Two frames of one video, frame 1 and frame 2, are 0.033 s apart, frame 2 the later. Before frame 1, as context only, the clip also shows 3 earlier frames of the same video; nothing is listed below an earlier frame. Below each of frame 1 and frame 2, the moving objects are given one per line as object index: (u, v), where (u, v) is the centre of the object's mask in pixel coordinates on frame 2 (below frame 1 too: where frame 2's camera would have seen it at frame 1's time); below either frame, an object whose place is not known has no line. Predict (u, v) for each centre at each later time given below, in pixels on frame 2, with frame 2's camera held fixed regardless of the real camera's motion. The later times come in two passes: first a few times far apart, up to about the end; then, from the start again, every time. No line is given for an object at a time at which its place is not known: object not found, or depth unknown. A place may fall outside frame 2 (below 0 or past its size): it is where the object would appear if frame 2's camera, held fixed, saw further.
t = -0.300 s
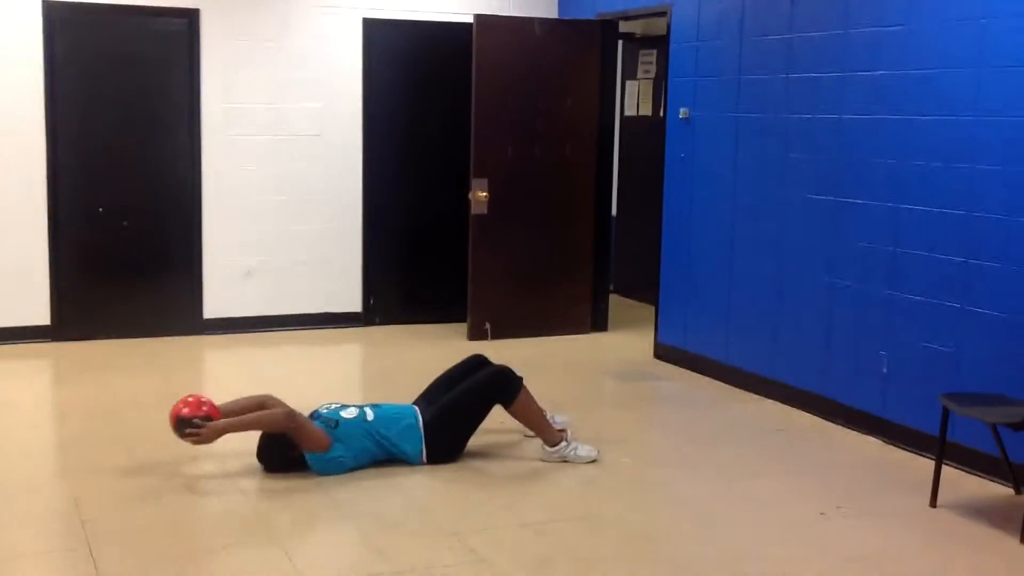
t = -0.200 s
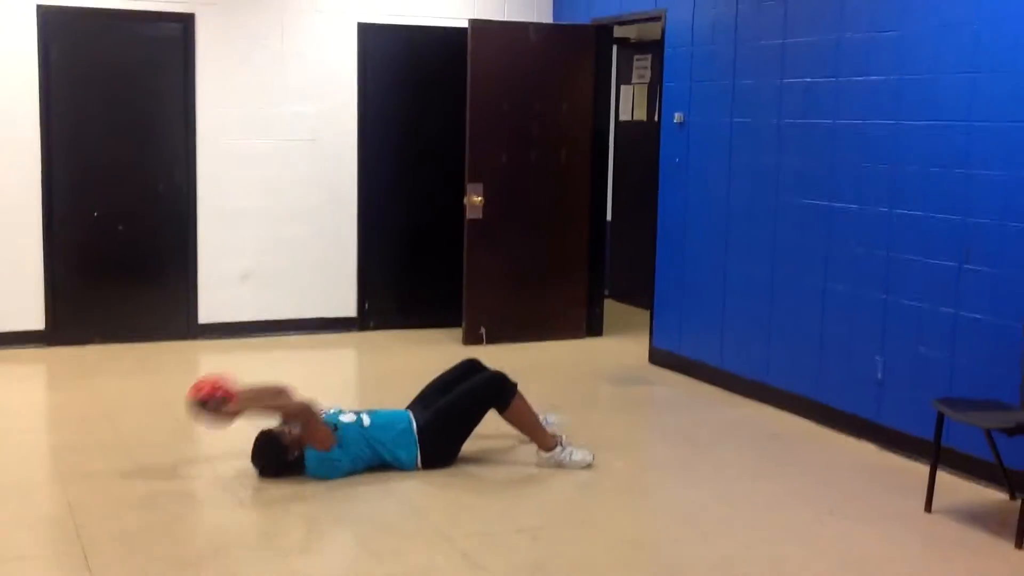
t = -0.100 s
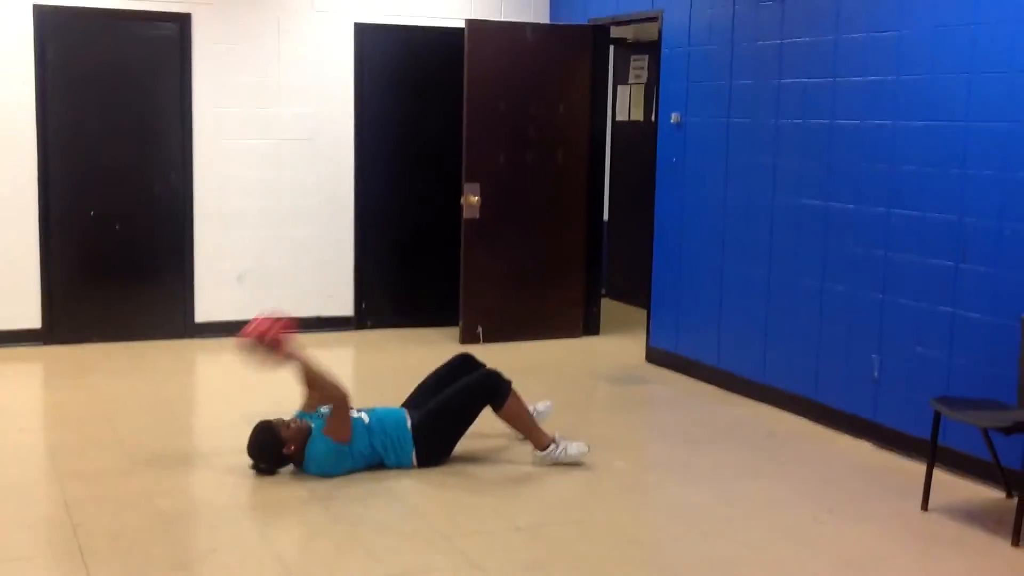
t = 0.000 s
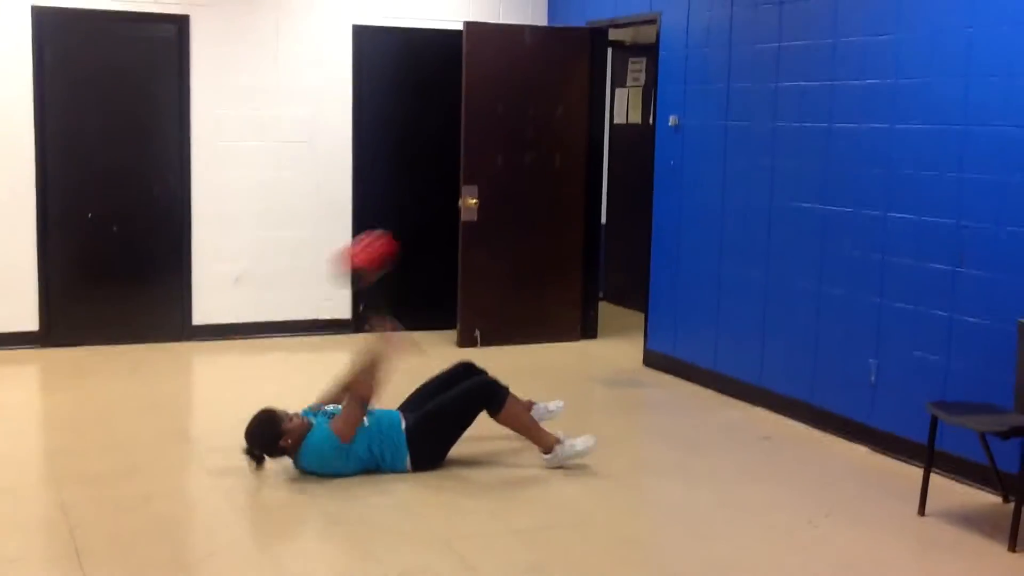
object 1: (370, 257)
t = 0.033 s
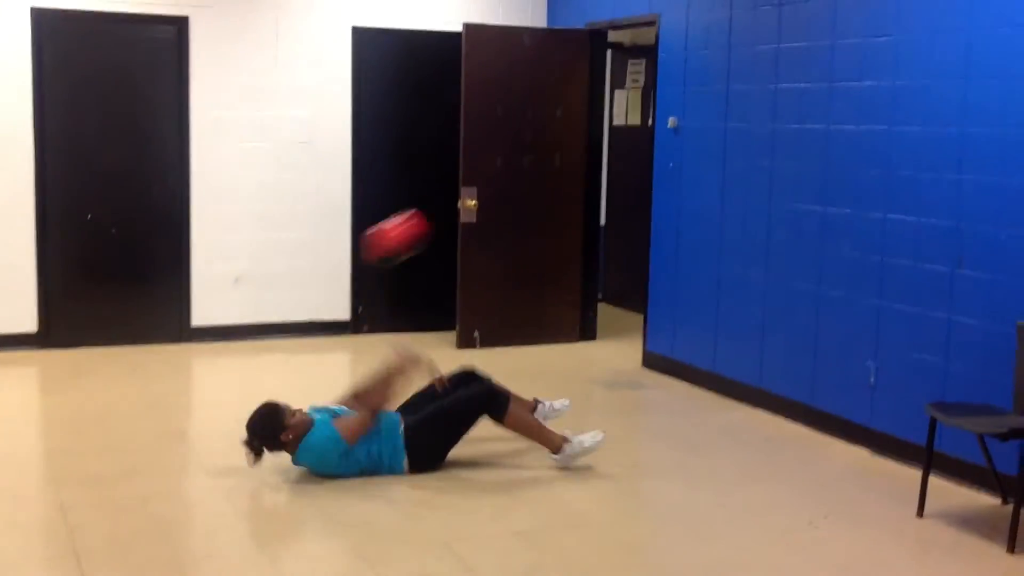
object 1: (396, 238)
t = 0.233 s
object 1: (582, 158)
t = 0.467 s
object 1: (788, 170)
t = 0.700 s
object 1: (725, 276)
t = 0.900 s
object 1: (647, 403)
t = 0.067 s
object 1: (428, 218)
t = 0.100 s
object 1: (461, 200)
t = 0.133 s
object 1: (496, 185)
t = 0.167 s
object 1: (524, 174)
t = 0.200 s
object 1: (554, 165)
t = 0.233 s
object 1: (582, 158)
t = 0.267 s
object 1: (622, 150)
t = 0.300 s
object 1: (649, 148)
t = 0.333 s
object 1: (677, 147)
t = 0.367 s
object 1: (706, 149)
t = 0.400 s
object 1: (734, 153)
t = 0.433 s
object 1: (761, 160)
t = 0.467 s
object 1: (788, 170)
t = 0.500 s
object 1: (808, 182)
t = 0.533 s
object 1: (798, 190)
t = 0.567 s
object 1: (784, 202)
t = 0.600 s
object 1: (769, 217)
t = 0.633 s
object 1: (754, 234)
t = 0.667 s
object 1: (739, 254)
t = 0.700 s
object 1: (725, 276)
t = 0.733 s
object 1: (709, 301)
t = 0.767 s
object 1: (696, 323)
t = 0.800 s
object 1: (683, 352)
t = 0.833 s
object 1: (669, 384)
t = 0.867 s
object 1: (653, 415)
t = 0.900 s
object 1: (647, 403)
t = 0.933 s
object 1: (640, 391)
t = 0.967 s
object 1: (634, 382)
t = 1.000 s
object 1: (627, 374)
